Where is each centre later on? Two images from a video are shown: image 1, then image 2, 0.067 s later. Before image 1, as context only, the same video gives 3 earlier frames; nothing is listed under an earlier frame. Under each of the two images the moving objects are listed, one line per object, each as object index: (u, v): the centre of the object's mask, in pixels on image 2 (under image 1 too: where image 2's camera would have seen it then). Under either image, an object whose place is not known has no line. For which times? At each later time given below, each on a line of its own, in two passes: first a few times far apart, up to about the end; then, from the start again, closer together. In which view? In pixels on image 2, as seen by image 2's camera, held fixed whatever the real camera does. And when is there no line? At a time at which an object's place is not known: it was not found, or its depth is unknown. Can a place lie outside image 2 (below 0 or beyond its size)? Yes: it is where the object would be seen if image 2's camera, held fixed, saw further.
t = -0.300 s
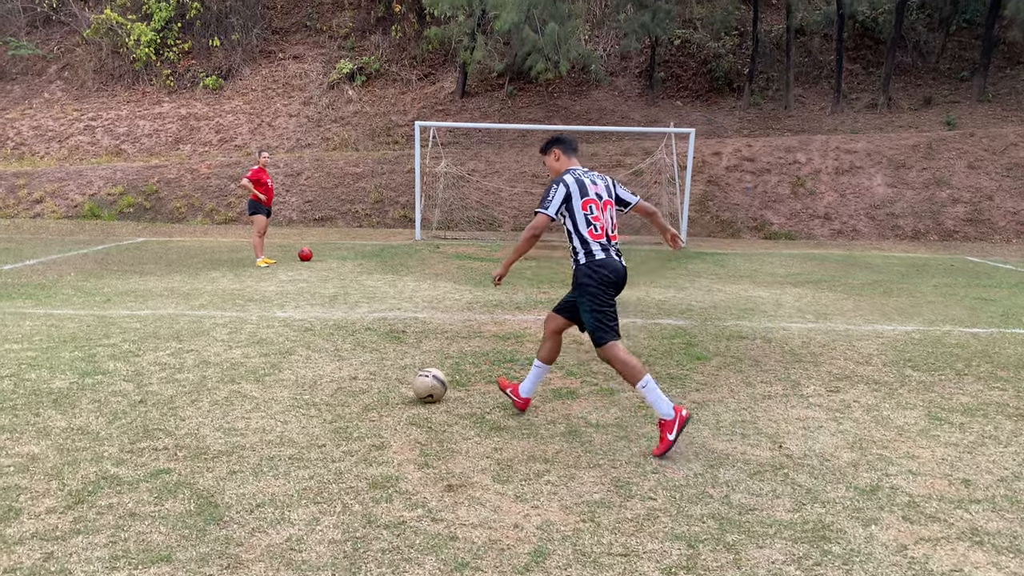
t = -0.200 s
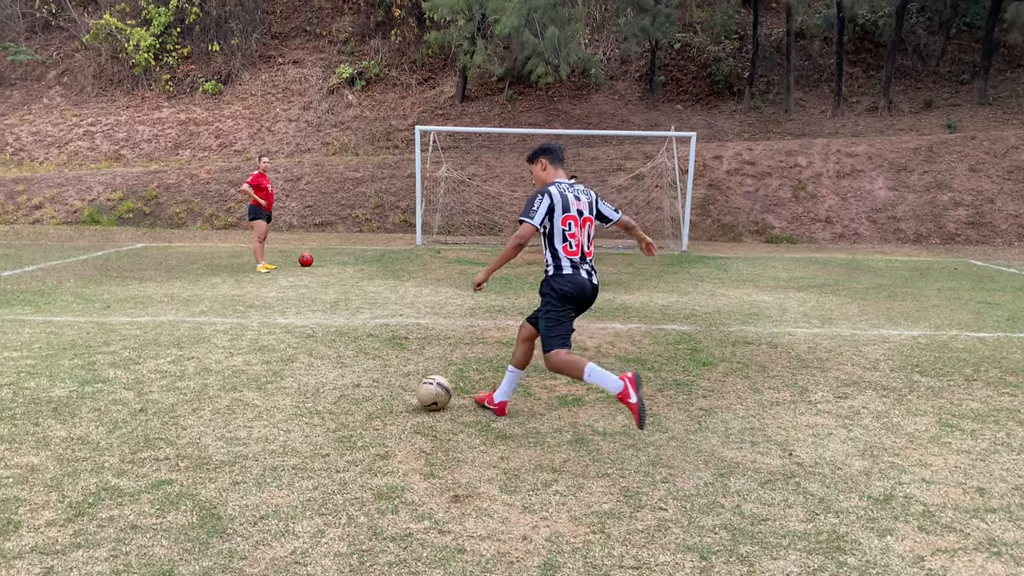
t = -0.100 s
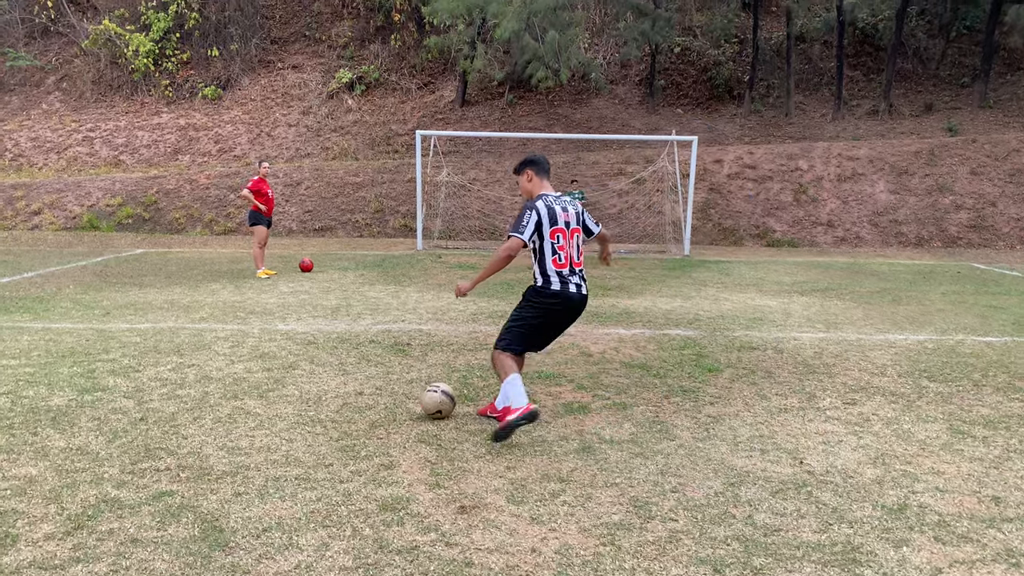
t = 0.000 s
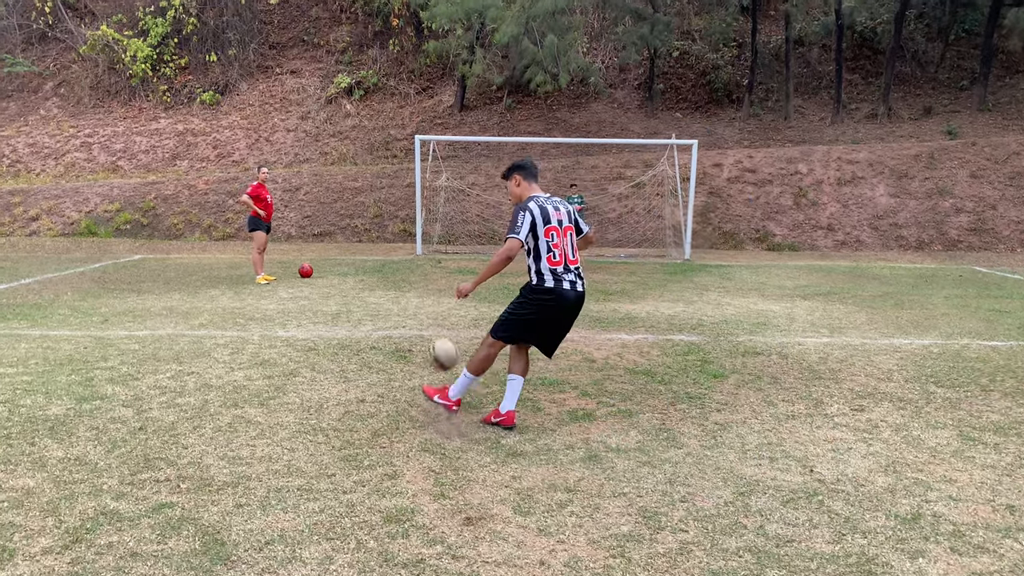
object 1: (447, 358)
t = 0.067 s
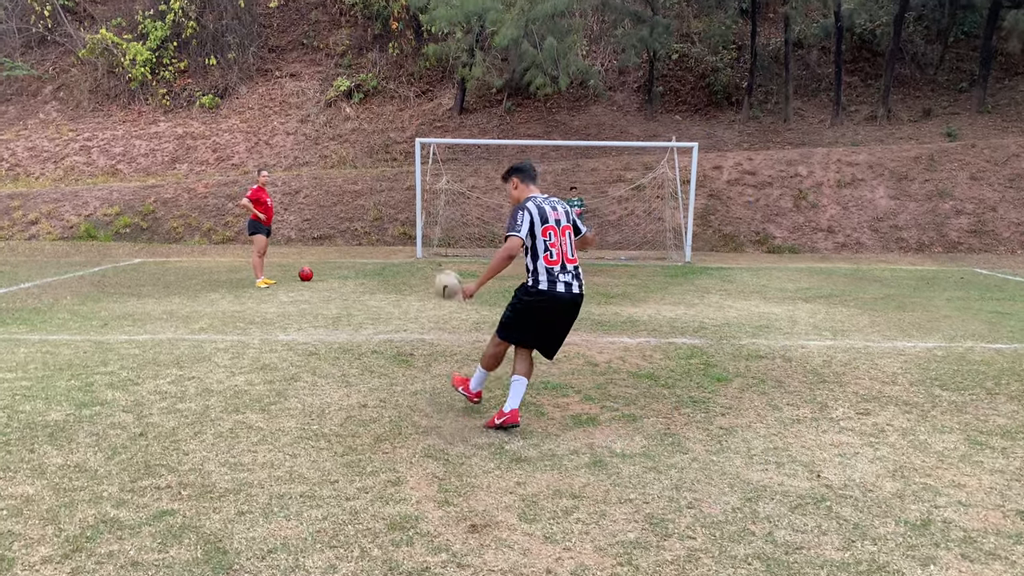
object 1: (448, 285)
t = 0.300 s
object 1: (459, 161)
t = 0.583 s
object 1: (470, 129)
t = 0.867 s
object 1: (477, 156)
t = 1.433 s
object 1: (459, 145)
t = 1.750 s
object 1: (450, 99)
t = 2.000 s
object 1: (444, 102)
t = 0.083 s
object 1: (448, 270)
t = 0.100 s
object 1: (449, 256)
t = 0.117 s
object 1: (449, 244)
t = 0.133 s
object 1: (452, 232)
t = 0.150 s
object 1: (452, 223)
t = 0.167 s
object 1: (452, 214)
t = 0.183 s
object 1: (452, 203)
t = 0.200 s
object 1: (453, 199)
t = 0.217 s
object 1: (455, 189)
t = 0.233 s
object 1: (457, 181)
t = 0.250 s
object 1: (458, 176)
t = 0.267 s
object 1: (459, 170)
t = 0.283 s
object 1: (459, 165)
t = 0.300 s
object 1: (459, 161)
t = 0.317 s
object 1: (460, 157)
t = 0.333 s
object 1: (461, 153)
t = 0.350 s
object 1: (462, 149)
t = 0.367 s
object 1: (463, 146)
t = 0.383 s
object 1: (464, 143)
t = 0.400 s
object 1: (464, 140)
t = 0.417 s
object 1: (464, 137)
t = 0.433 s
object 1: (465, 136)
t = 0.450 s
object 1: (465, 134)
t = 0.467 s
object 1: (466, 132)
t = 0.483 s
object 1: (467, 131)
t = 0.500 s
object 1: (467, 130)
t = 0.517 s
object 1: (468, 130)
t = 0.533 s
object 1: (468, 129)
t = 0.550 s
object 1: (469, 129)
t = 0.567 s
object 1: (470, 129)
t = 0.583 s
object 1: (470, 129)
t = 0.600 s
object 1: (471, 128)
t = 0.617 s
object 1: (471, 128)
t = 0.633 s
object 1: (471, 129)
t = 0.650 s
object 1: (472, 130)
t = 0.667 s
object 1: (473, 130)
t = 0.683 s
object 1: (473, 131)
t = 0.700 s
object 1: (473, 132)
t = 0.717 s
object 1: (474, 133)
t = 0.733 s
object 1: (474, 134)
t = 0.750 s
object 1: (475, 136)
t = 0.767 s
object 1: (475, 137)
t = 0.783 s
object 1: (475, 139)
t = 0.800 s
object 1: (476, 140)
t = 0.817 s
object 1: (476, 143)
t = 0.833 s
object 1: (477, 145)
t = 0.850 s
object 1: (477, 148)
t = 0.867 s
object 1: (477, 156)
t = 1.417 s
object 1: (459, 149)
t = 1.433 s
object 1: (459, 145)
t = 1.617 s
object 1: (455, 111)
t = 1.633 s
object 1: (454, 109)
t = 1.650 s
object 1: (454, 107)
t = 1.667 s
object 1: (454, 104)
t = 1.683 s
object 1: (453, 103)
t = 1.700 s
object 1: (452, 102)
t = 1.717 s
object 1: (452, 101)
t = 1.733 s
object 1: (451, 100)
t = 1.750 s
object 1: (450, 99)
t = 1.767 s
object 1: (451, 97)
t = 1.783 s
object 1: (450, 97)
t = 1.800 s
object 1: (449, 95)
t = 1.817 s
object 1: (449, 95)
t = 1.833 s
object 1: (449, 94)
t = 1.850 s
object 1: (448, 94)
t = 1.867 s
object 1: (448, 95)
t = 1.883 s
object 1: (447, 96)
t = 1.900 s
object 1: (446, 98)
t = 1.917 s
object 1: (446, 98)
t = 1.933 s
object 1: (446, 98)
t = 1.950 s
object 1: (445, 98)
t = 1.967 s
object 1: (445, 100)
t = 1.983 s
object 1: (444, 101)
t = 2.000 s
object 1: (444, 102)
